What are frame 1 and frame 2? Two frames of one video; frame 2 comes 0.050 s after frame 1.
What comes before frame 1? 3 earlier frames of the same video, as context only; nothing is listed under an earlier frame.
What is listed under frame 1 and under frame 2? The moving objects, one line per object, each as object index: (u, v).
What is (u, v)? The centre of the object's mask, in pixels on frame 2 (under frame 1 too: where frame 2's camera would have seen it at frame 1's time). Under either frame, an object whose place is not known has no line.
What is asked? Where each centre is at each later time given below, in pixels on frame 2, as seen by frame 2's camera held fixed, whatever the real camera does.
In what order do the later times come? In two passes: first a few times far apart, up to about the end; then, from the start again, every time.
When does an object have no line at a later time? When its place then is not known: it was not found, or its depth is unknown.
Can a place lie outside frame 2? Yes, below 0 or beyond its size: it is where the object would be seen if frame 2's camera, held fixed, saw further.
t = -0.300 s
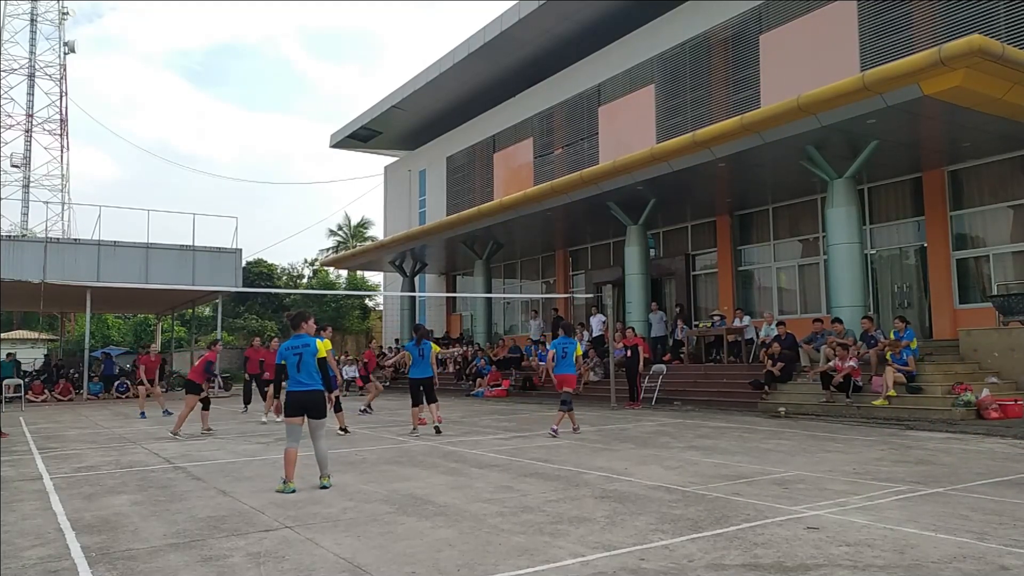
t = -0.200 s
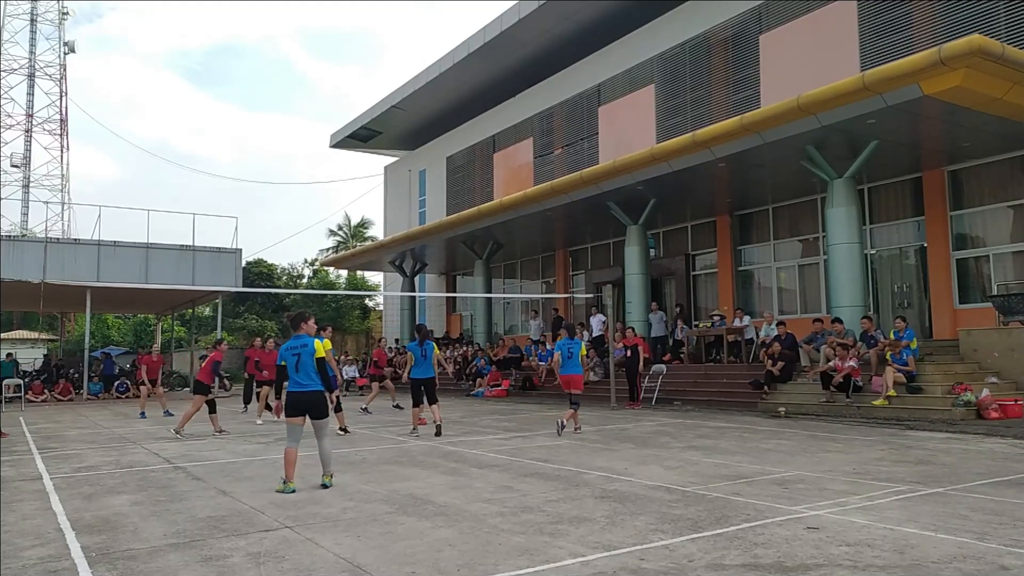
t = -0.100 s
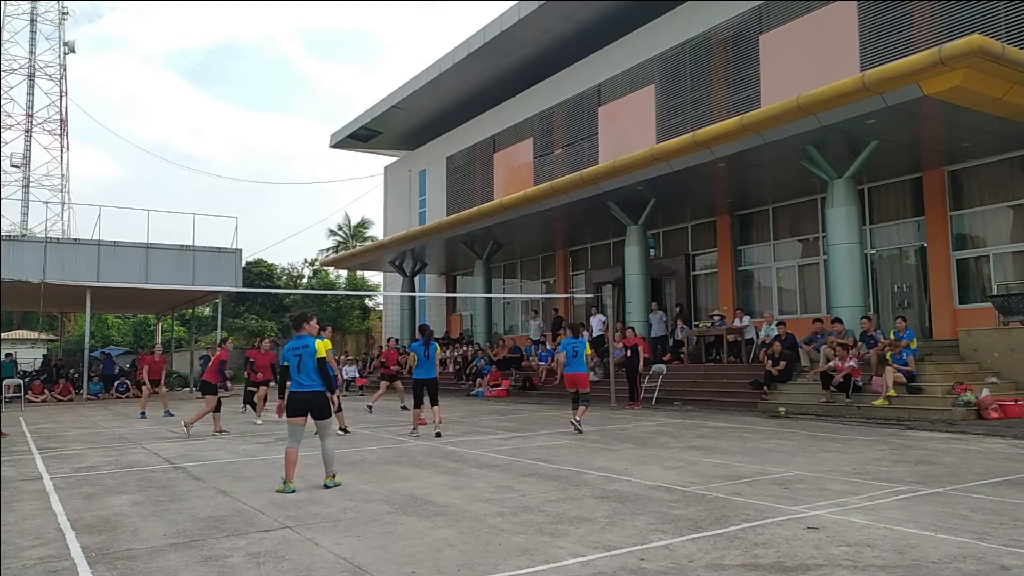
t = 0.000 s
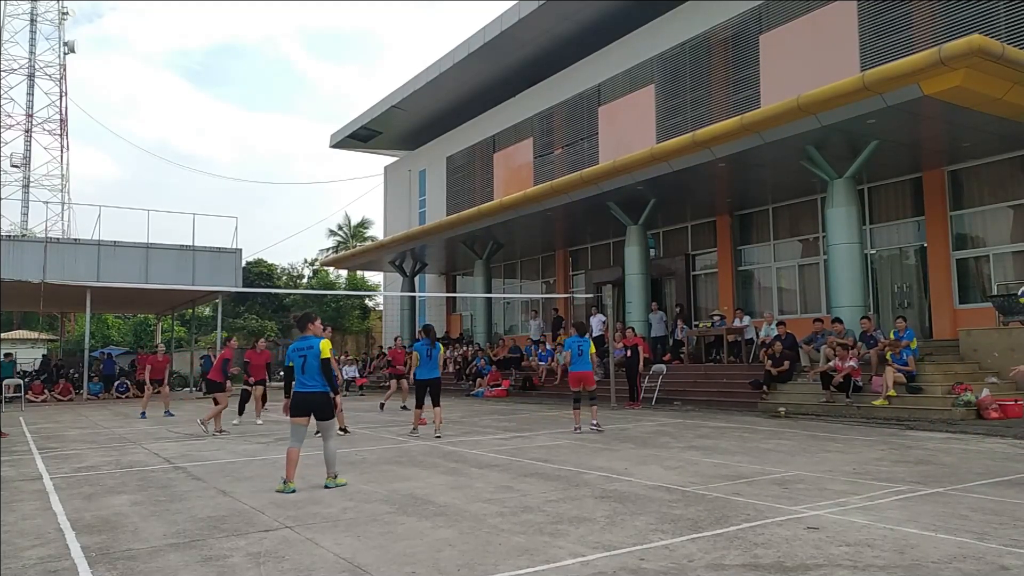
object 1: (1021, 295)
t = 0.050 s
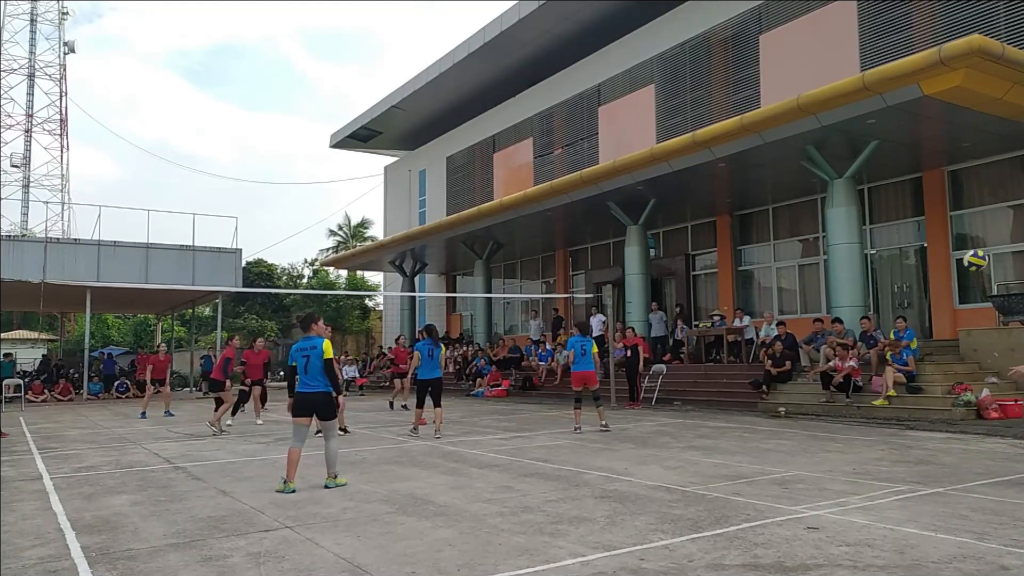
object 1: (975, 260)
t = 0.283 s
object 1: (776, 163)
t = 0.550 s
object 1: (625, 135)
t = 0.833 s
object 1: (515, 158)
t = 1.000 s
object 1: (463, 186)
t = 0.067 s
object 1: (958, 250)
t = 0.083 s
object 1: (941, 240)
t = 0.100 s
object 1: (925, 231)
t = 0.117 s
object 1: (909, 222)
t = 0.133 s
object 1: (894, 214)
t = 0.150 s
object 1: (879, 207)
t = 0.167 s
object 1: (865, 200)
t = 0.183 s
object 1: (851, 194)
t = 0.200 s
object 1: (837, 187)
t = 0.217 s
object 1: (825, 182)
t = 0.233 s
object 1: (812, 176)
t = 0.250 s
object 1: (800, 171)
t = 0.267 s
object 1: (788, 167)
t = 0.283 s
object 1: (776, 163)
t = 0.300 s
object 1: (765, 159)
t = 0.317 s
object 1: (754, 156)
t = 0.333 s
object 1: (743, 153)
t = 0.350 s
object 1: (733, 150)
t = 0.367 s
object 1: (722, 148)
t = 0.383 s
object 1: (712, 145)
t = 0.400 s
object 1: (703, 143)
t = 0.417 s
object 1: (693, 142)
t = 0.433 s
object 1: (684, 140)
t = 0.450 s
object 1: (675, 137)
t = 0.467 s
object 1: (666, 137)
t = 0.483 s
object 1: (658, 136)
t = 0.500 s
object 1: (650, 136)
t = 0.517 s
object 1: (641, 136)
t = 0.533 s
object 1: (633, 135)
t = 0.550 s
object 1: (625, 135)
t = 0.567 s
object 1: (618, 135)
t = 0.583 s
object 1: (611, 135)
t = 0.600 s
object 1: (604, 136)
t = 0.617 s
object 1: (596, 136)
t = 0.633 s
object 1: (589, 137)
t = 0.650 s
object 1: (582, 138)
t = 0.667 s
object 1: (575, 140)
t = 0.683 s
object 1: (568, 142)
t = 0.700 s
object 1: (561, 144)
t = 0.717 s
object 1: (556, 145)
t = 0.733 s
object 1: (550, 146)
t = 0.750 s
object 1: (543, 148)
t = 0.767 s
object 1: (538, 150)
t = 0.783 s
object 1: (532, 152)
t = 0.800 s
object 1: (526, 154)
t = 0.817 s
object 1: (520, 156)
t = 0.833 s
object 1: (515, 158)
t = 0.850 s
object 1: (509, 160)
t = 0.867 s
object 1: (504, 163)
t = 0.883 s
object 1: (498, 166)
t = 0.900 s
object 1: (493, 168)
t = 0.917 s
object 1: (488, 171)
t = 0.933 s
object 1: (482, 174)
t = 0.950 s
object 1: (477, 177)
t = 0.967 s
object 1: (472, 180)
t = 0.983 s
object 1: (468, 183)
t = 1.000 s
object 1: (463, 186)
